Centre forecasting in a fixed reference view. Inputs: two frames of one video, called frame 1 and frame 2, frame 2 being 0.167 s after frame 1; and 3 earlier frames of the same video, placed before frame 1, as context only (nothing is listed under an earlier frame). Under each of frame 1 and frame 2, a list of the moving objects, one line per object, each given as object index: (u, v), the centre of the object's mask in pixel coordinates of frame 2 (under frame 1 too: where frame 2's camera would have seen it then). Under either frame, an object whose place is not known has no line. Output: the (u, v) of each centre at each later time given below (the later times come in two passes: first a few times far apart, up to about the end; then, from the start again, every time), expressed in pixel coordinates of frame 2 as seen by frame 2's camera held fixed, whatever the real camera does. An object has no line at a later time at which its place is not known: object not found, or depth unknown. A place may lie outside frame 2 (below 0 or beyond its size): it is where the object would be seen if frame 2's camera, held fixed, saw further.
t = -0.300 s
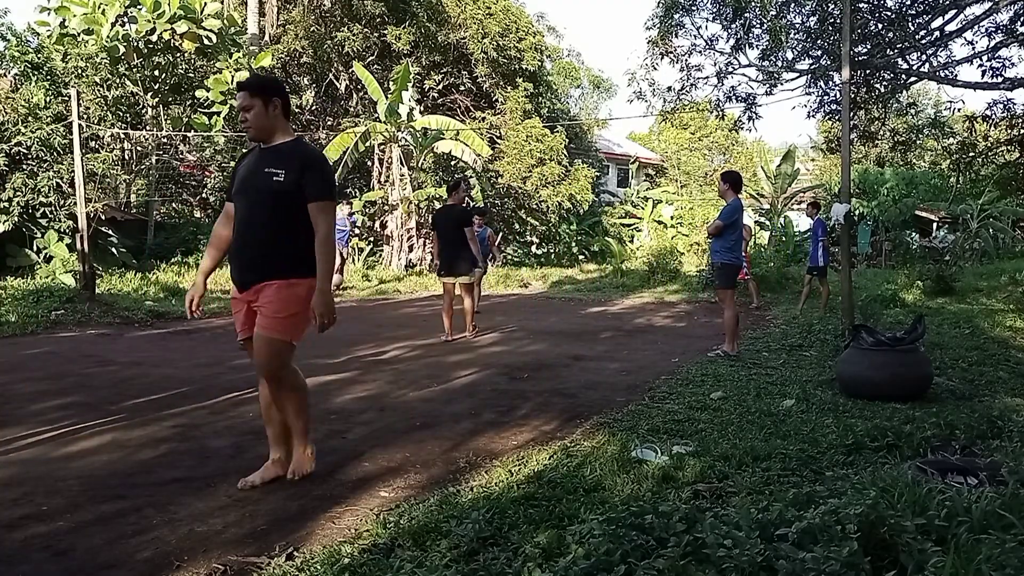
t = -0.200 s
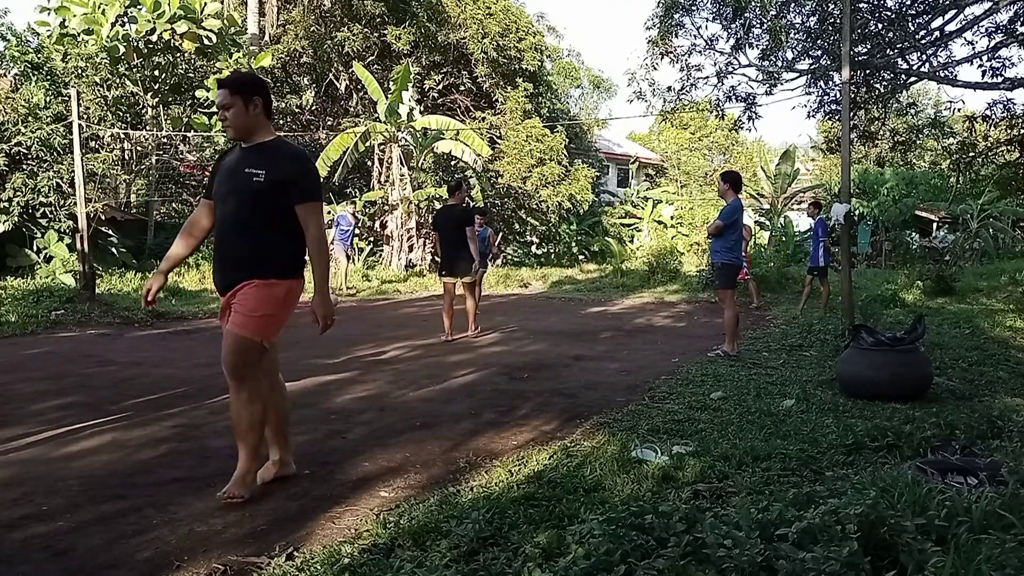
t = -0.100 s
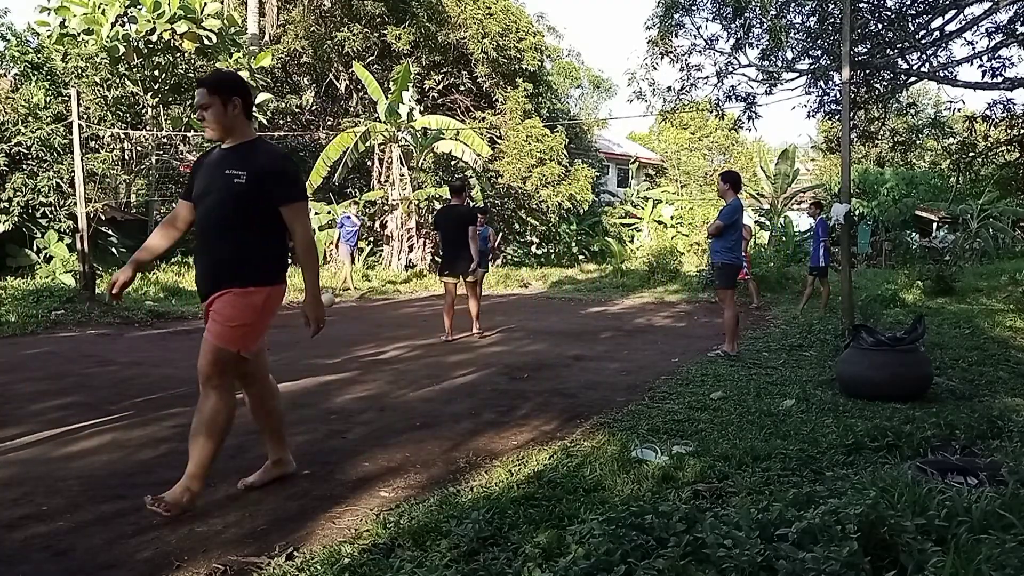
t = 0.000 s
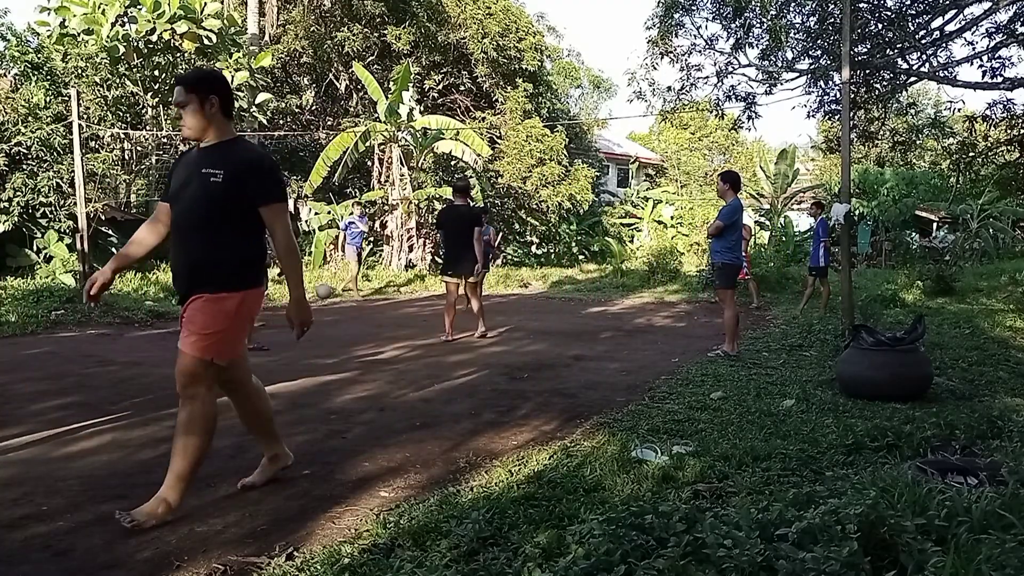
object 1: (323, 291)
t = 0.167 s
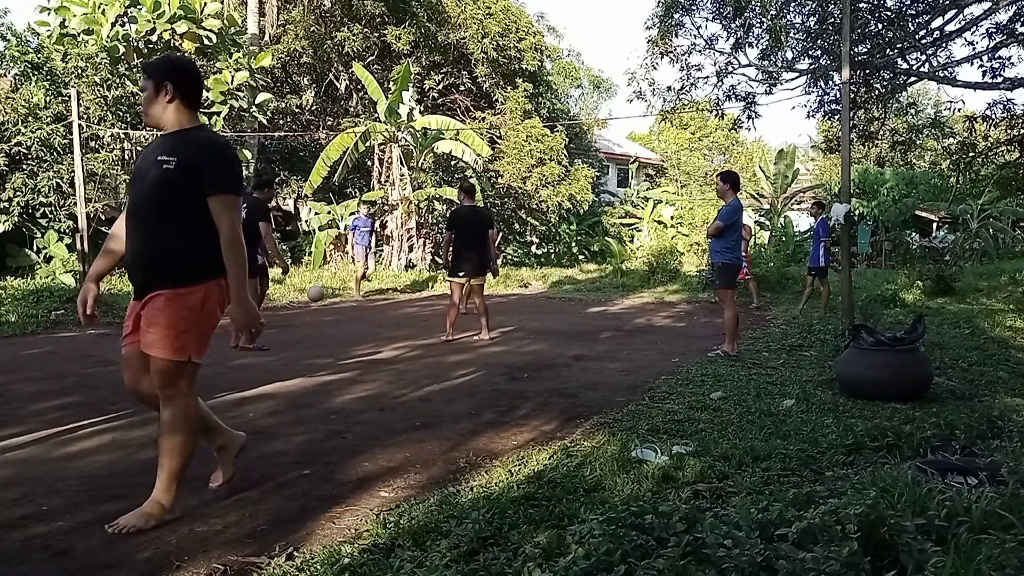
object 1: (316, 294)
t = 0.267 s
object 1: (310, 307)
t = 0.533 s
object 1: (292, 318)
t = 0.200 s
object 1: (315, 296)
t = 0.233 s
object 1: (312, 302)
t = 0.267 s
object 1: (310, 307)
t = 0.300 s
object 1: (308, 315)
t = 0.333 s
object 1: (306, 323)
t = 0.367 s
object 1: (304, 331)
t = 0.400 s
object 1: (302, 326)
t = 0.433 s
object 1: (300, 322)
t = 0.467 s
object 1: (297, 320)
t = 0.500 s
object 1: (295, 318)
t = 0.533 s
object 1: (292, 318)
